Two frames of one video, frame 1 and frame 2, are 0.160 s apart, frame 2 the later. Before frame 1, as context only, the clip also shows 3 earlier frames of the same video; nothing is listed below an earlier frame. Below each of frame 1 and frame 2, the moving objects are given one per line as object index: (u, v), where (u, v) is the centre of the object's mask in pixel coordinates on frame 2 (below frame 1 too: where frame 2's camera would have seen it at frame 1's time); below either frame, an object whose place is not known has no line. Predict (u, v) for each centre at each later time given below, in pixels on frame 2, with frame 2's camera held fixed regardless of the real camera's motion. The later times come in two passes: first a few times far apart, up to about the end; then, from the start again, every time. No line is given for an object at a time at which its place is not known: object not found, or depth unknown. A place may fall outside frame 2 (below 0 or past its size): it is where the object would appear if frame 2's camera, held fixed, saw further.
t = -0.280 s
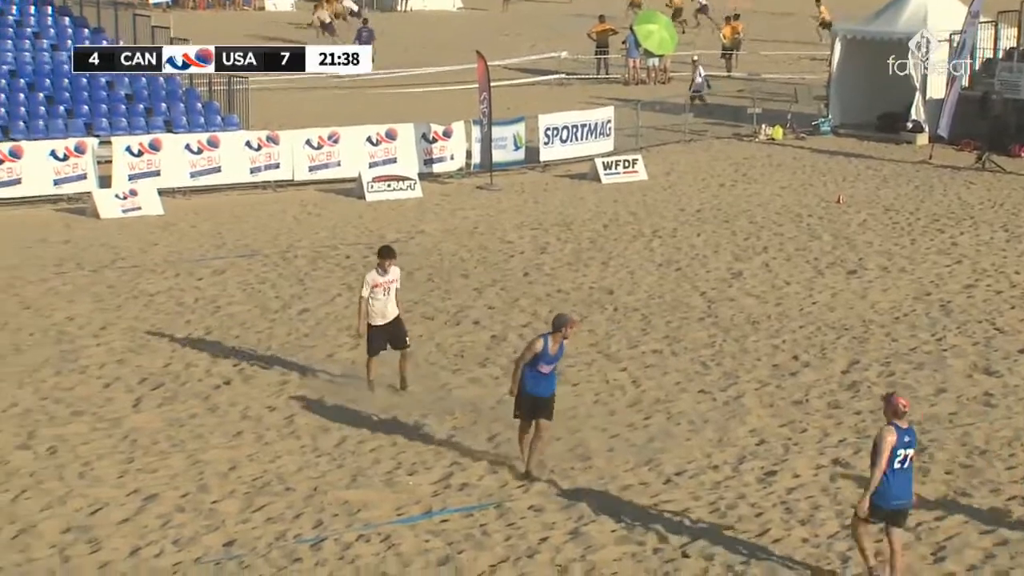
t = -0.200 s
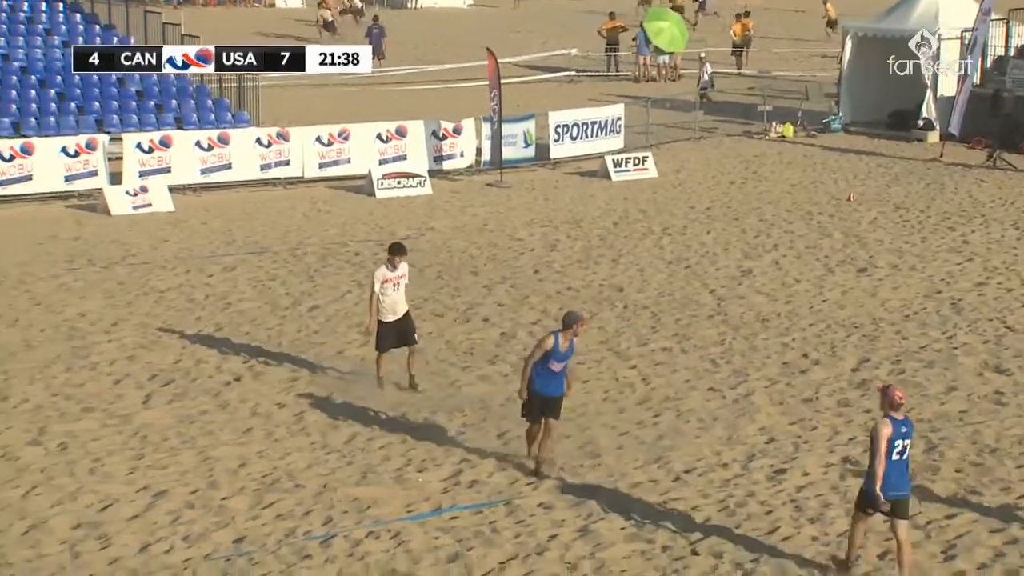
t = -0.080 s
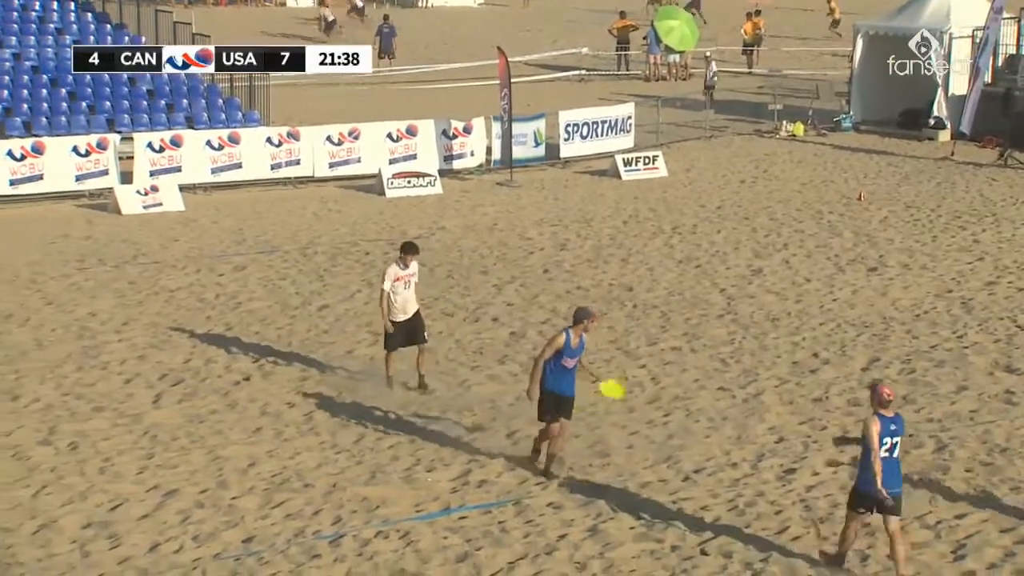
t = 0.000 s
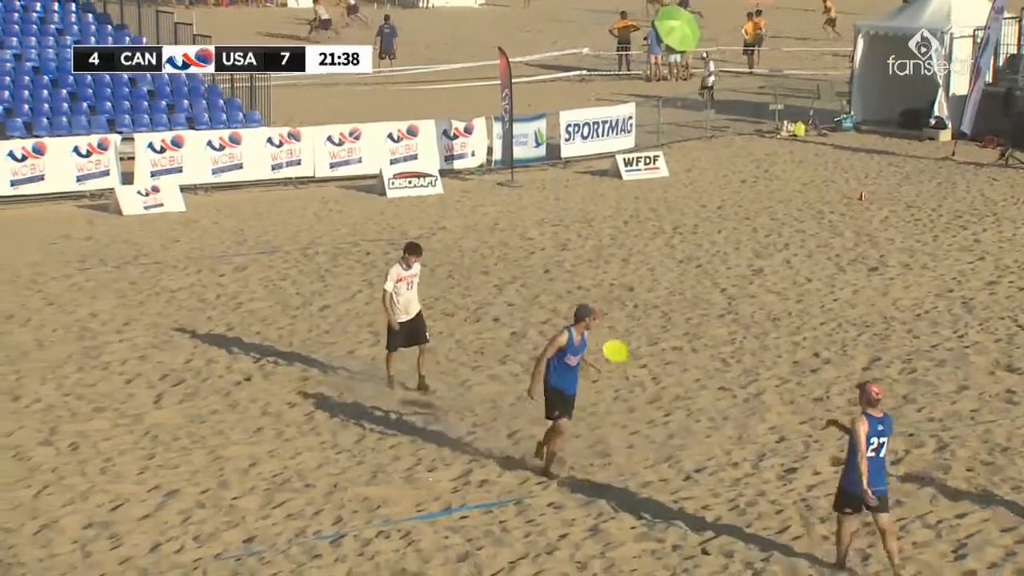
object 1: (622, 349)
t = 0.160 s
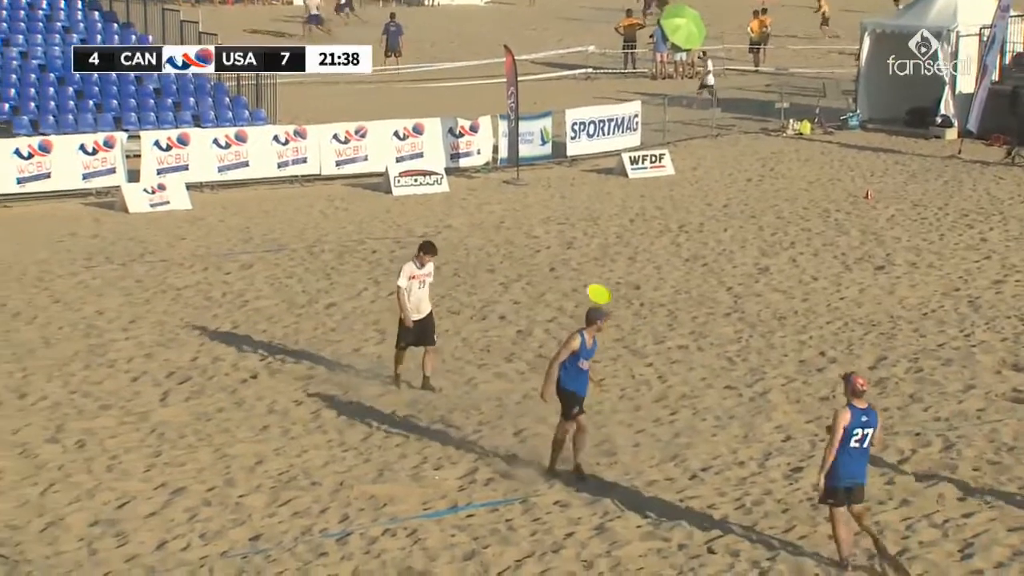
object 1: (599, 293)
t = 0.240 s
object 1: (587, 275)
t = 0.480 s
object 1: (559, 251)
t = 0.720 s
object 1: (533, 267)
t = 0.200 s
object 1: (592, 283)
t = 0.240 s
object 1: (587, 275)
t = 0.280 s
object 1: (582, 268)
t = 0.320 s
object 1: (577, 262)
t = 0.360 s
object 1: (572, 257)
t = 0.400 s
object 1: (567, 254)
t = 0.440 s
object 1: (562, 252)
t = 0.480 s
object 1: (559, 251)
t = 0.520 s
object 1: (553, 251)
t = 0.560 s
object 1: (549, 252)
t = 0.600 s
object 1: (545, 254)
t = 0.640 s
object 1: (540, 258)
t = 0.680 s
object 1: (537, 262)
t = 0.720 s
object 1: (533, 267)
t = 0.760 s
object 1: (530, 274)
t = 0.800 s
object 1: (527, 282)
